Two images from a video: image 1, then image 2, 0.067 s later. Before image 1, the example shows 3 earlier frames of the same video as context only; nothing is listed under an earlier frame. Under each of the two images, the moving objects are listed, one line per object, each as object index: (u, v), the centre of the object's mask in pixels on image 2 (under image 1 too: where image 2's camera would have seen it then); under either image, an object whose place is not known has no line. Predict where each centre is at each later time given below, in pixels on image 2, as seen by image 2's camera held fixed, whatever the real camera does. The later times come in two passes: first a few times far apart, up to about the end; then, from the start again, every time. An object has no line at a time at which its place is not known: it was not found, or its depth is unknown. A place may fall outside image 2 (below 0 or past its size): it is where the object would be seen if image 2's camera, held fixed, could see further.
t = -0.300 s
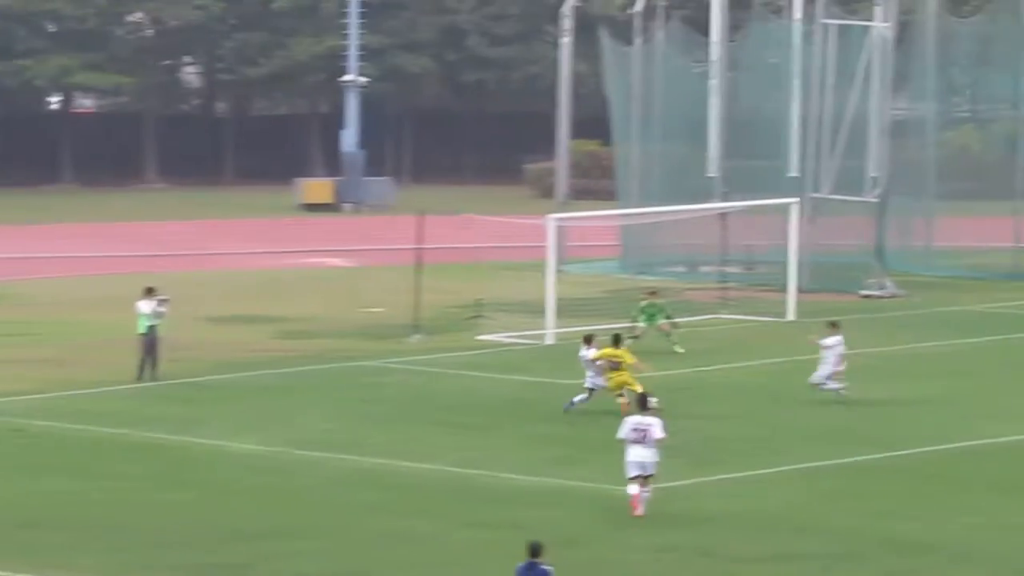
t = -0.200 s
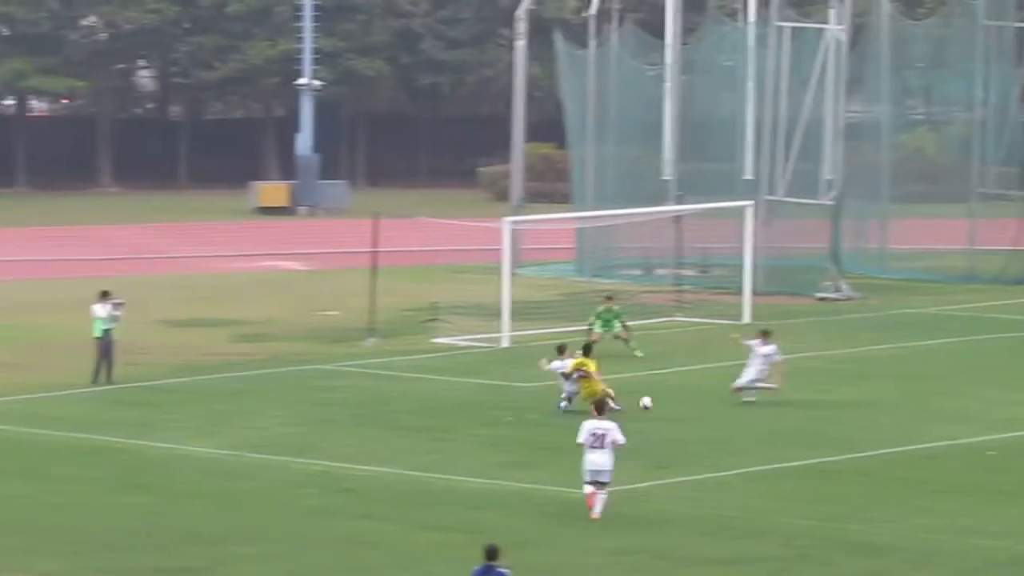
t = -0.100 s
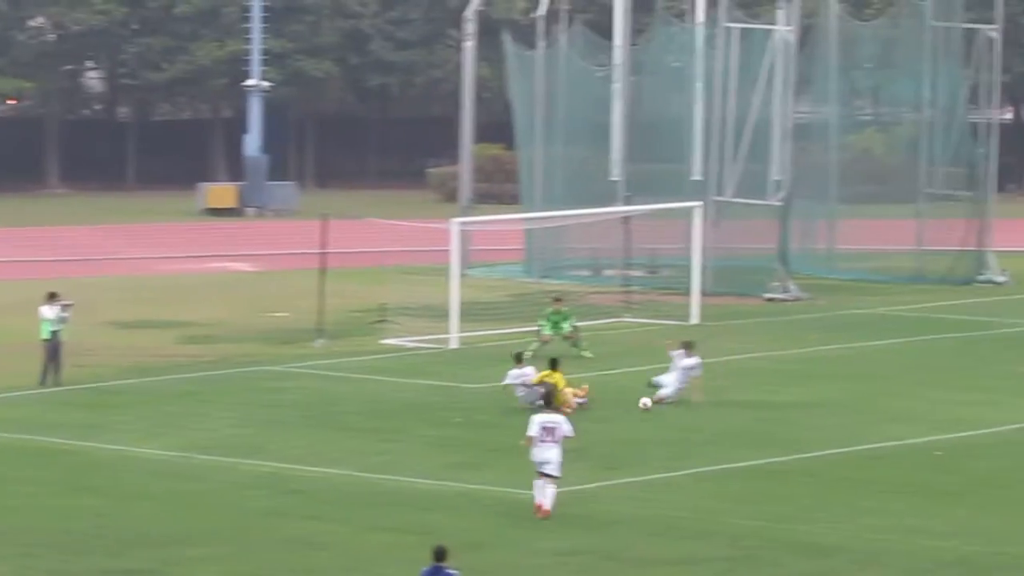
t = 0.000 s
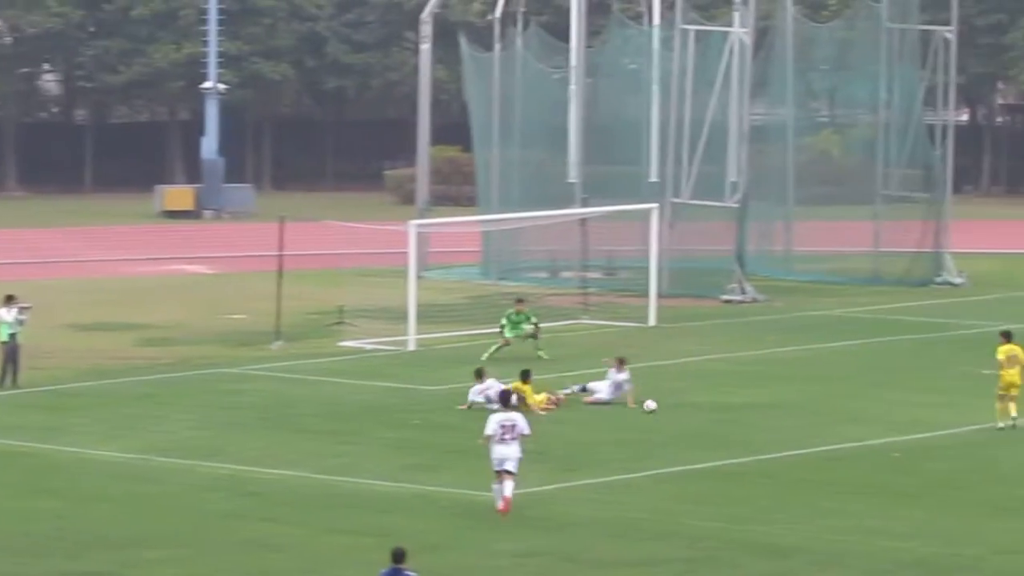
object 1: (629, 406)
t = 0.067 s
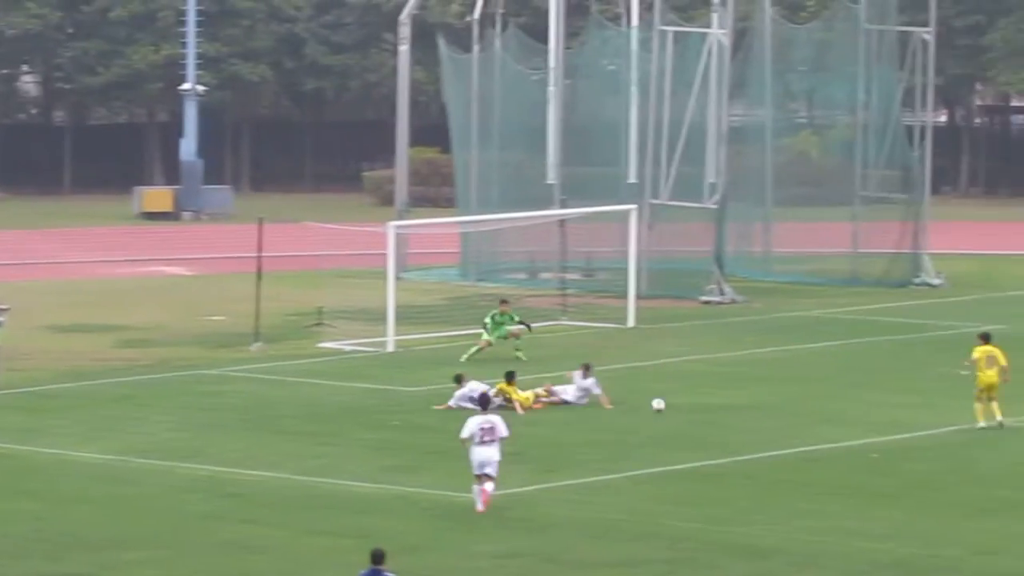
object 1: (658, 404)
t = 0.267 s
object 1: (737, 405)
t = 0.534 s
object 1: (822, 406)
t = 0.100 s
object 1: (672, 404)
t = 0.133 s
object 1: (686, 405)
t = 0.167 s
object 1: (700, 407)
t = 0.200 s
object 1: (712, 406)
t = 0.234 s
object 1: (724, 406)
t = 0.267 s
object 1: (737, 405)
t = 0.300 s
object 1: (749, 405)
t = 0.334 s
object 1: (761, 406)
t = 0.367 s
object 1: (773, 407)
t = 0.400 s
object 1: (783, 407)
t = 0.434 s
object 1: (793, 406)
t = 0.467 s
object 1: (803, 406)
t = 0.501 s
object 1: (813, 406)
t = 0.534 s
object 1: (822, 406)
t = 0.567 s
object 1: (832, 406)
